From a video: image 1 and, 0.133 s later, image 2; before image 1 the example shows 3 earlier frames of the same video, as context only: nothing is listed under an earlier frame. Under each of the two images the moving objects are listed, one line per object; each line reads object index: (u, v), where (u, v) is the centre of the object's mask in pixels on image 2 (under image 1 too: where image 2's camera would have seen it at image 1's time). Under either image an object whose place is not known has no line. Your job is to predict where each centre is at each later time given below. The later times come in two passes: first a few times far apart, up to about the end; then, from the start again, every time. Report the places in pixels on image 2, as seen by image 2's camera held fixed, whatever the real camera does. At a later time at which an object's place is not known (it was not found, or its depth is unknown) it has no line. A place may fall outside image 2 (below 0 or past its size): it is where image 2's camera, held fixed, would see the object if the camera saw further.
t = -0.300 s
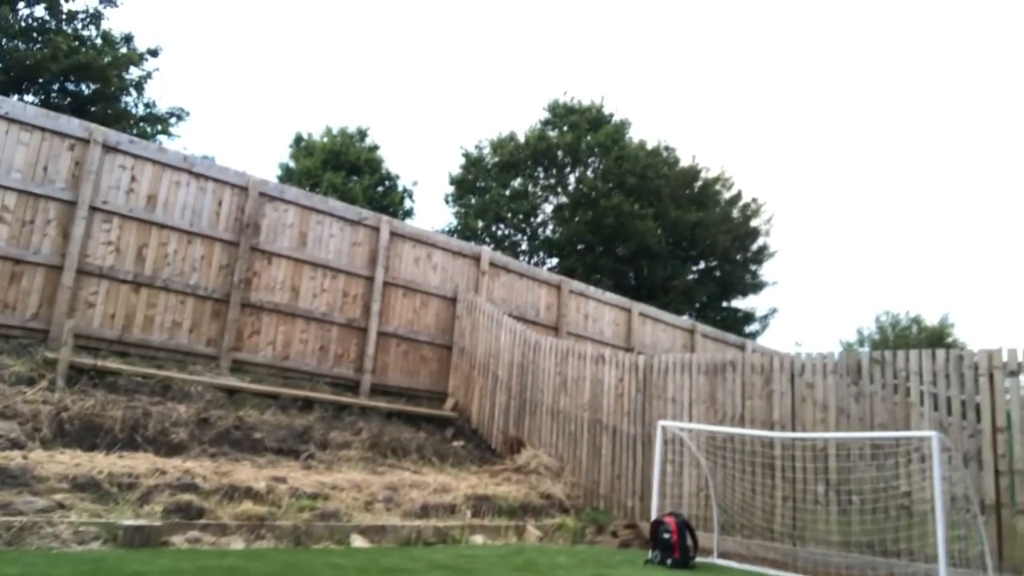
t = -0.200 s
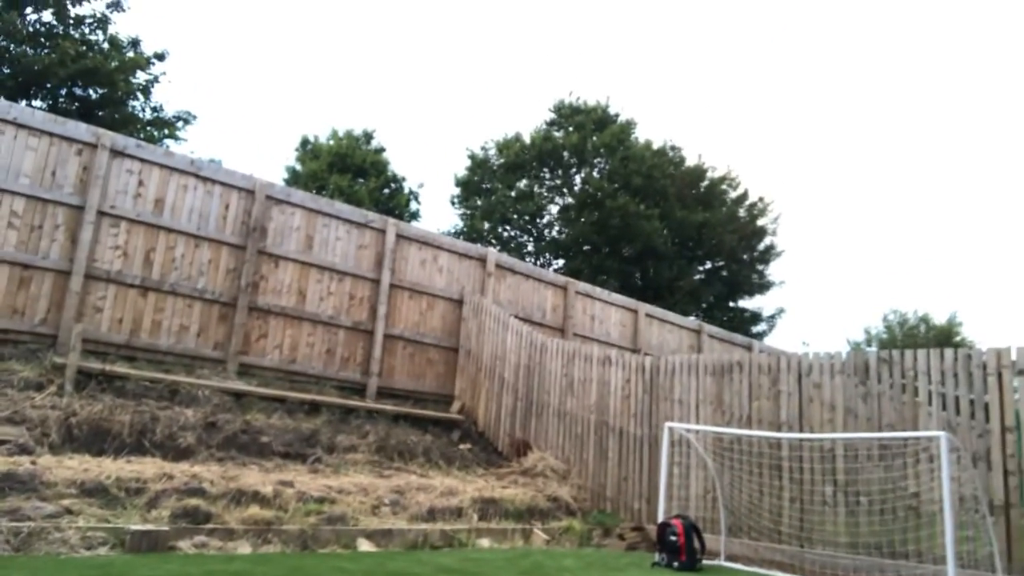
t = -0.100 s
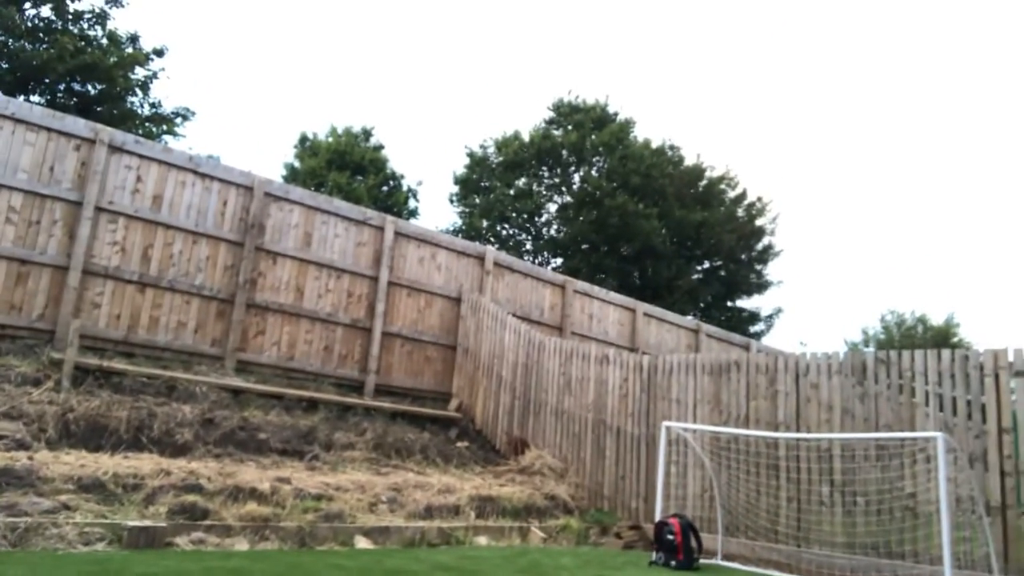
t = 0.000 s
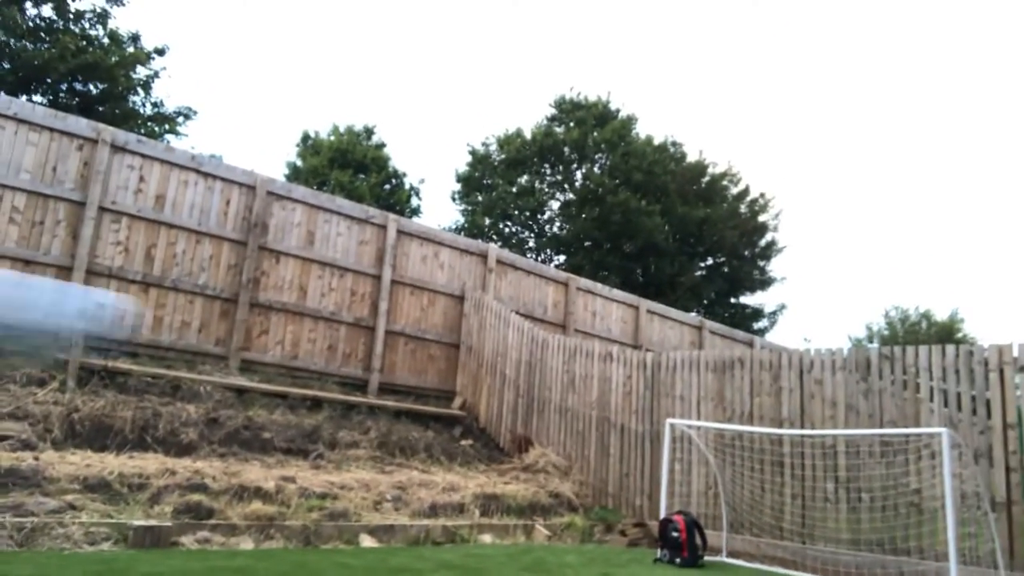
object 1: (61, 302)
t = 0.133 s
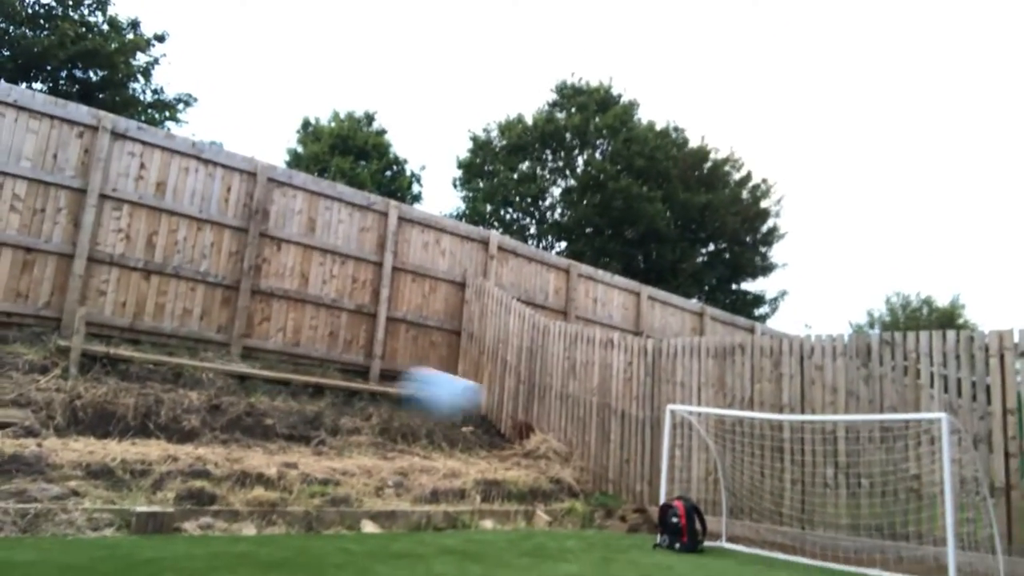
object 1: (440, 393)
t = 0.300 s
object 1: (620, 478)
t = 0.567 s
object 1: (743, 507)
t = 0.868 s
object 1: (652, 448)
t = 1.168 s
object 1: (504, 479)
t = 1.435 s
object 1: (408, 495)
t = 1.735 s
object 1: (354, 503)
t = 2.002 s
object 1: (305, 505)
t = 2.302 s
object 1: (252, 515)
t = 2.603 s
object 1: (244, 518)
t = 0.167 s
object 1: (492, 414)
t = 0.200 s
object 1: (532, 431)
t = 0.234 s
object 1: (566, 448)
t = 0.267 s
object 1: (596, 463)
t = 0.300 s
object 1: (620, 478)
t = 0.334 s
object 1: (641, 493)
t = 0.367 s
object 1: (662, 511)
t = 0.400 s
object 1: (681, 525)
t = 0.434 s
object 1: (696, 540)
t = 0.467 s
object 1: (711, 544)
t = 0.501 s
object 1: (722, 529)
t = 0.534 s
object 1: (733, 516)
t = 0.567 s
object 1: (743, 507)
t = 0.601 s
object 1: (753, 501)
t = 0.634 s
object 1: (755, 494)
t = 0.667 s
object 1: (741, 484)
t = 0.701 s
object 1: (727, 473)
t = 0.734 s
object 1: (713, 465)
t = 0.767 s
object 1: (699, 459)
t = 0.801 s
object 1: (682, 455)
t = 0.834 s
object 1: (668, 452)
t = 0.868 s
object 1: (652, 448)
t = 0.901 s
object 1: (638, 447)
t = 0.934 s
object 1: (624, 447)
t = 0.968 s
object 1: (608, 447)
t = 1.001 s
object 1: (592, 449)
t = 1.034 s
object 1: (576, 453)
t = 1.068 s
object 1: (558, 457)
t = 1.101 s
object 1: (542, 463)
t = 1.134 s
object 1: (524, 470)
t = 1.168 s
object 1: (504, 479)
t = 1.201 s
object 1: (487, 490)
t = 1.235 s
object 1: (468, 500)
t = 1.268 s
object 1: (448, 514)
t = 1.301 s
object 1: (430, 527)
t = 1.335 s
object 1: (423, 518)
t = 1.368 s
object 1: (417, 511)
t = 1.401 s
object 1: (413, 501)
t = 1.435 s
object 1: (408, 495)
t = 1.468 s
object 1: (403, 490)
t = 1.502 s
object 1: (396, 486)
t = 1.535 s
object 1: (391, 485)
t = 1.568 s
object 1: (386, 484)
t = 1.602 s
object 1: (380, 485)
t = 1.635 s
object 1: (374, 487)
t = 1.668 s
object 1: (367, 491)
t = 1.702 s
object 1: (361, 496)
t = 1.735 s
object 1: (354, 503)
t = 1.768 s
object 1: (347, 512)
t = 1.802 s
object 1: (340, 520)
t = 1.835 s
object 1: (334, 520)
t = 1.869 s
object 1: (328, 514)
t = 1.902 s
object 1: (322, 510)
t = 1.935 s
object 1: (316, 507)
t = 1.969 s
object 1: (310, 505)
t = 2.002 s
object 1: (305, 505)
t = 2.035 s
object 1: (298, 504)
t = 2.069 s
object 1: (290, 507)
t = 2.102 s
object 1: (285, 511)
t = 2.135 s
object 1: (279, 517)
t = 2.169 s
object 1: (272, 517)
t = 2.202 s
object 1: (267, 514)
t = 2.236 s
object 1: (262, 513)
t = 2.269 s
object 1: (258, 513)
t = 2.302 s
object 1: (252, 515)
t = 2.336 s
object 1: (247, 517)
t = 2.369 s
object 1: (246, 515)
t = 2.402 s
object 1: (246, 510)
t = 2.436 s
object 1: (247, 507)
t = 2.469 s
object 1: (247, 507)
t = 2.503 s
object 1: (247, 507)
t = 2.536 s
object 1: (246, 509)
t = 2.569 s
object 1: (245, 515)
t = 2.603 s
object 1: (244, 518)
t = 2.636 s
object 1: (242, 516)
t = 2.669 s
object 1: (242, 515)
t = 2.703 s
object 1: (241, 515)
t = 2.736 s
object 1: (240, 515)
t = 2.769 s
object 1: (239, 516)
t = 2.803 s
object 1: (239, 516)
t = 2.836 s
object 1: (239, 517)
